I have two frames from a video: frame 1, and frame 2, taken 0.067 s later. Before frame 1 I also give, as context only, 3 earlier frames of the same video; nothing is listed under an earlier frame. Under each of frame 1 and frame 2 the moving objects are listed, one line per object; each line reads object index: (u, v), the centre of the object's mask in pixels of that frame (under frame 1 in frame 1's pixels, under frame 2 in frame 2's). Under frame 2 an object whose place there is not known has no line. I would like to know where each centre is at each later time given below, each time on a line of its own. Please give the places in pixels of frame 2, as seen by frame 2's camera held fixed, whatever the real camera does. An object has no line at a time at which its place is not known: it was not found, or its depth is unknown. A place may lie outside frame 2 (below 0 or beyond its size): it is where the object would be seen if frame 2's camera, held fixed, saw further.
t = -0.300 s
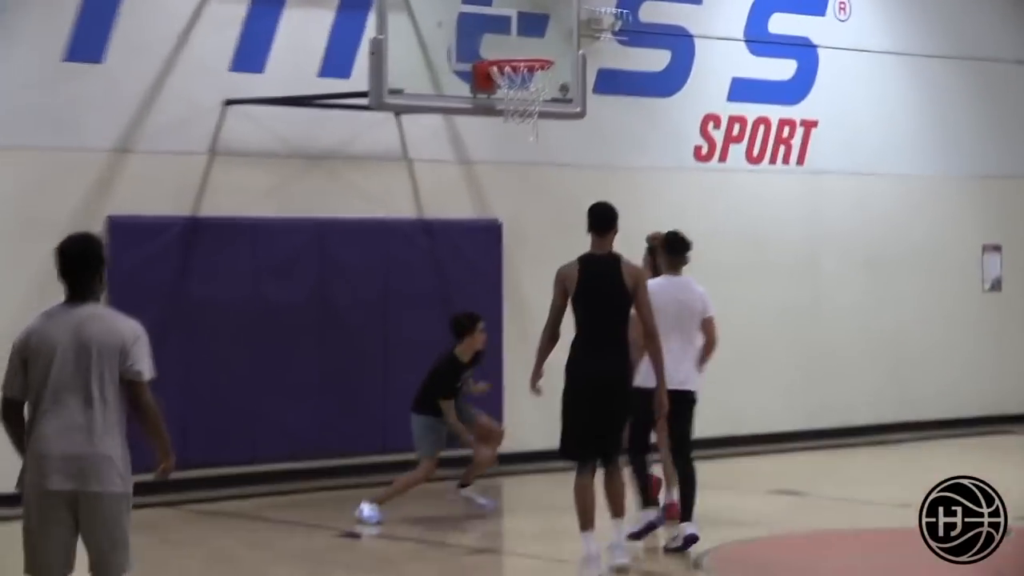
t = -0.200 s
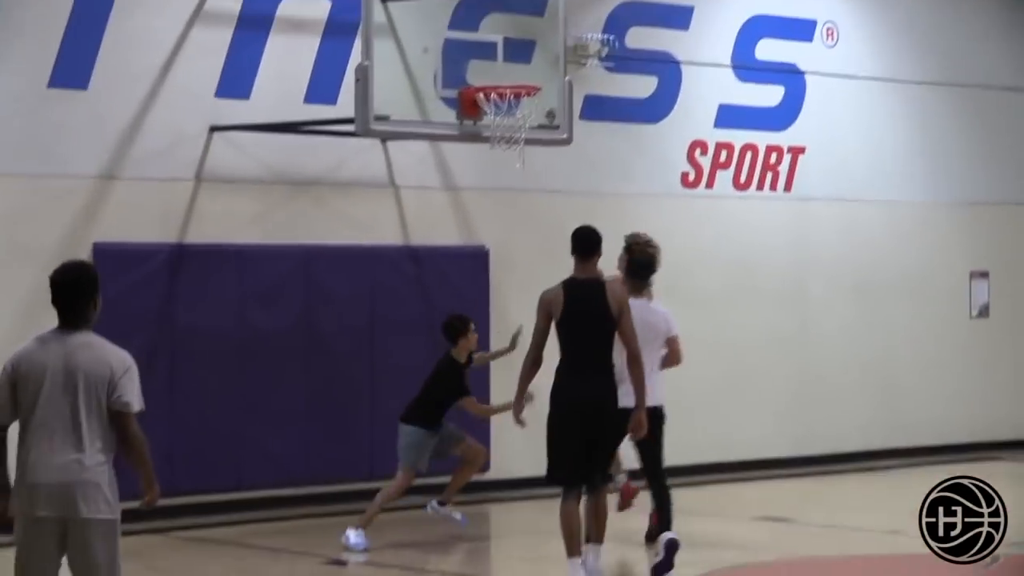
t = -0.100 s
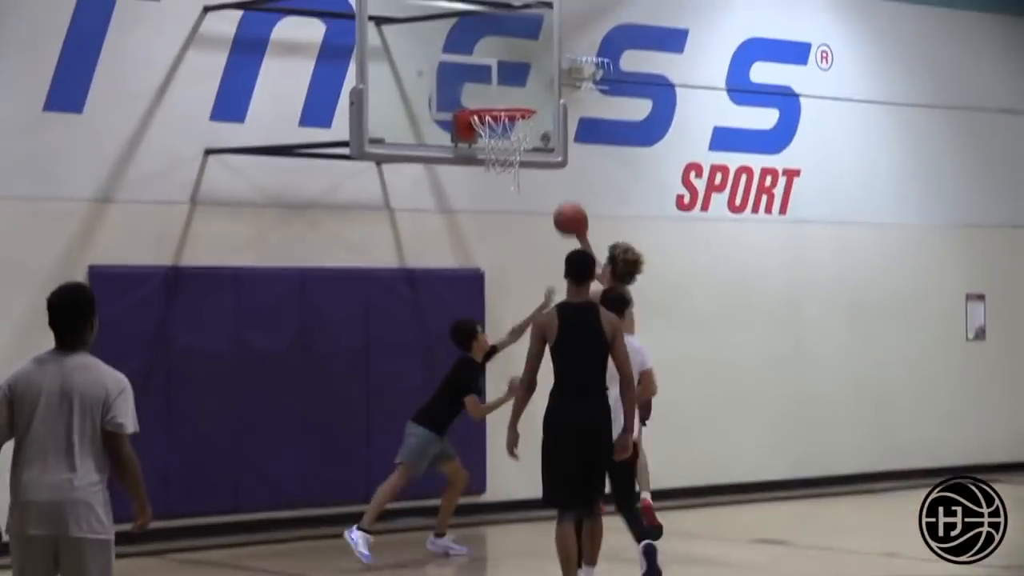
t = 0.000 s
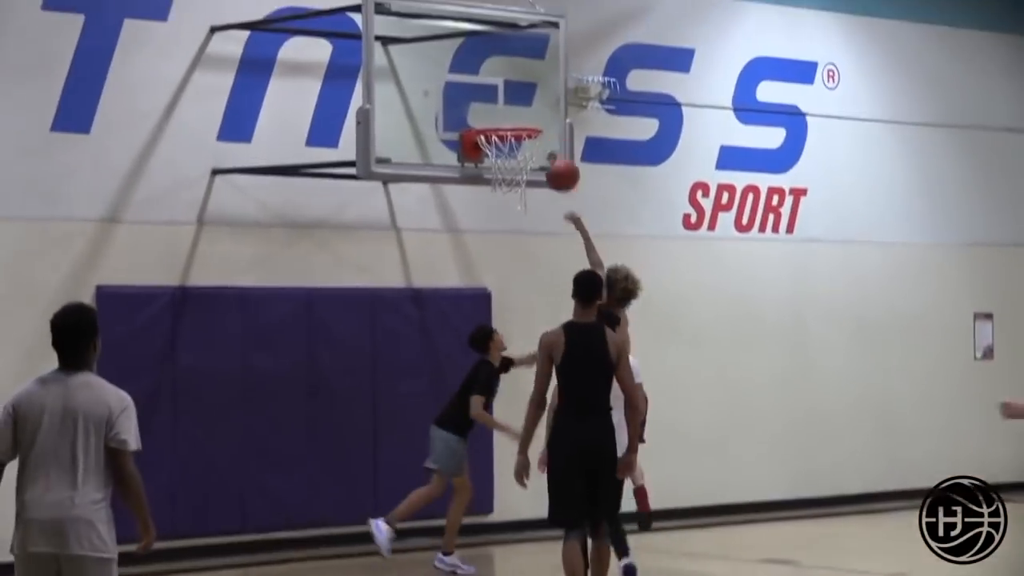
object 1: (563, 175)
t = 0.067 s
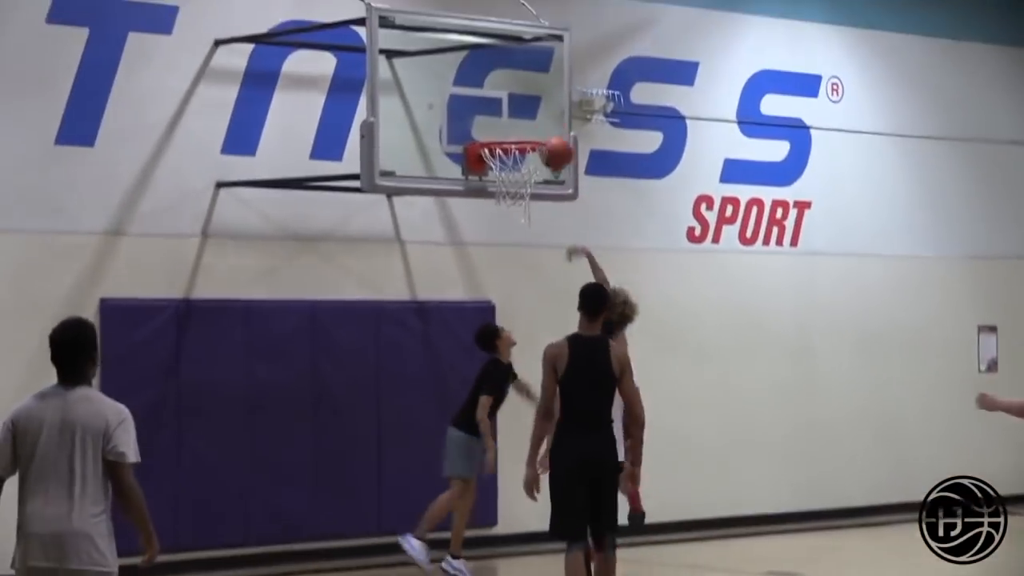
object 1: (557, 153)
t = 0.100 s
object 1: (551, 137)
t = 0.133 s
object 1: (546, 124)
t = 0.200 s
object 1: (535, 102)
